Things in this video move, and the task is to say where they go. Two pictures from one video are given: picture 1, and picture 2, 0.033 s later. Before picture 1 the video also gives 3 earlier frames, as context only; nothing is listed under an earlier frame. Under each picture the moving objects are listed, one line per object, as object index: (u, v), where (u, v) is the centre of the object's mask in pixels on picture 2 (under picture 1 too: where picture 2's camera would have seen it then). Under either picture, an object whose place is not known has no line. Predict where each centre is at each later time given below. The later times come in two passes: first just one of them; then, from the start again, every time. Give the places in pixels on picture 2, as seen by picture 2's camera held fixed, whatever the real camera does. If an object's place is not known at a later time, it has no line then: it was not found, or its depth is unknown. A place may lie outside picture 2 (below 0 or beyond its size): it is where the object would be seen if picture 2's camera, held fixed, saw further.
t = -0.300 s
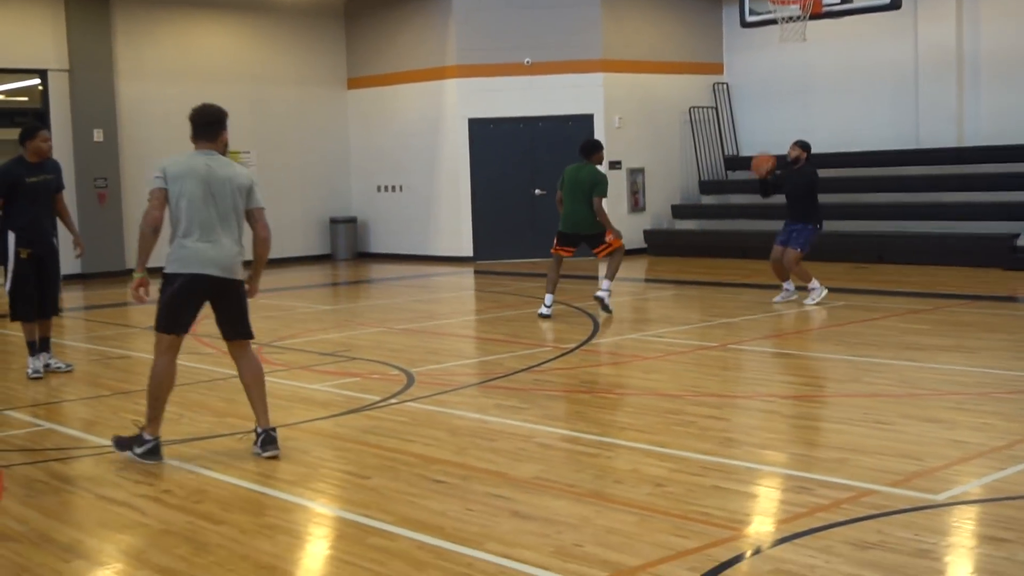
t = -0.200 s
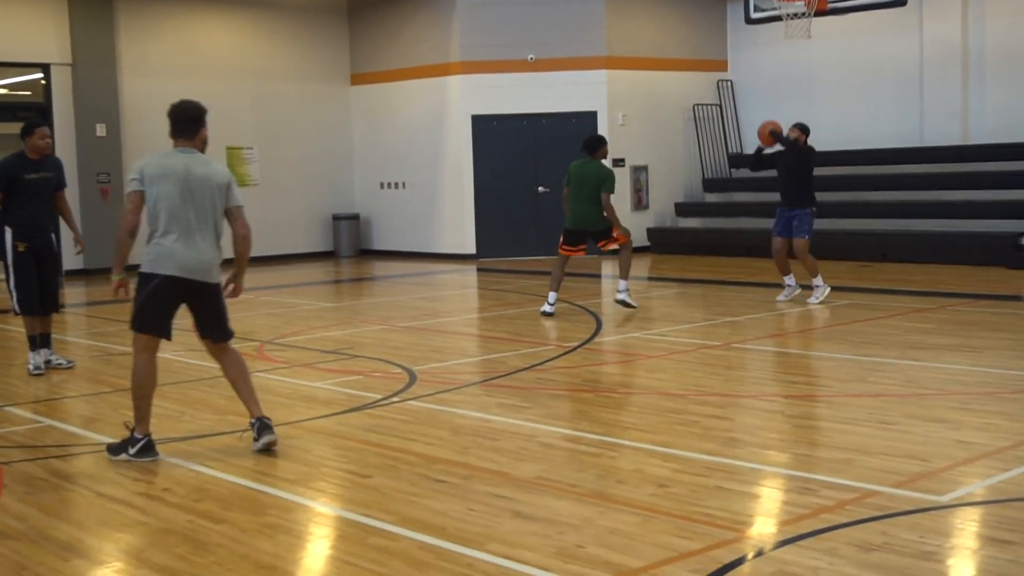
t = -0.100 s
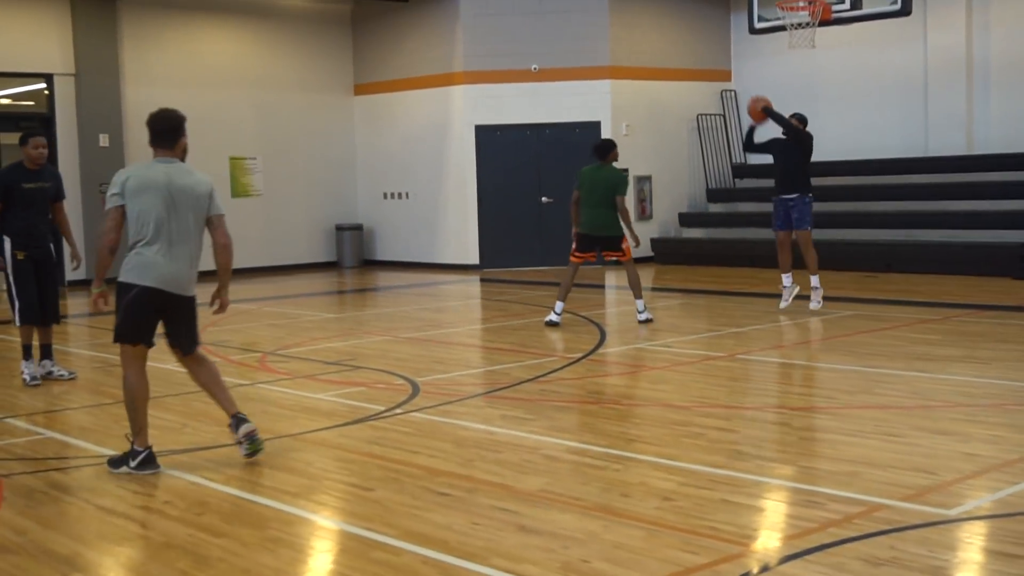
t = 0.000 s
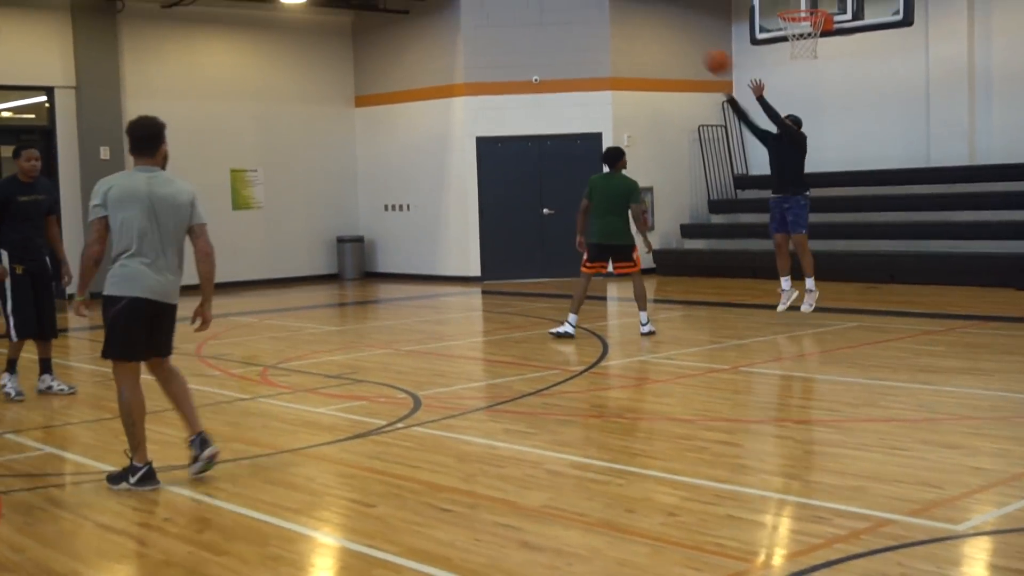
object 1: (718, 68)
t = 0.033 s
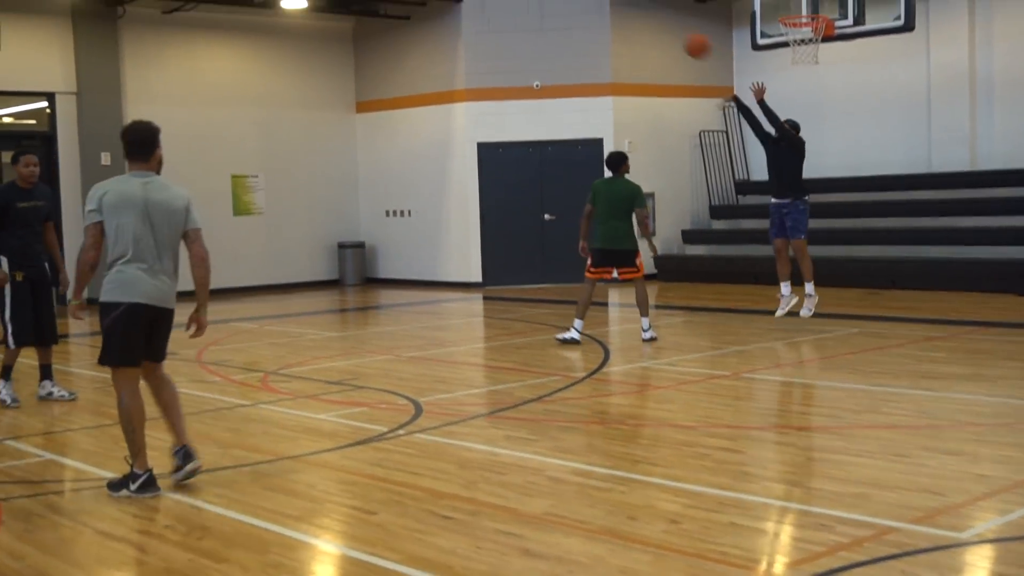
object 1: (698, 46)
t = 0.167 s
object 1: (611, -28)
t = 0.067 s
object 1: (676, 24)
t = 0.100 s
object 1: (654, 4)
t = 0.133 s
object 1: (633, -14)
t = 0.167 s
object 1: (611, -28)
